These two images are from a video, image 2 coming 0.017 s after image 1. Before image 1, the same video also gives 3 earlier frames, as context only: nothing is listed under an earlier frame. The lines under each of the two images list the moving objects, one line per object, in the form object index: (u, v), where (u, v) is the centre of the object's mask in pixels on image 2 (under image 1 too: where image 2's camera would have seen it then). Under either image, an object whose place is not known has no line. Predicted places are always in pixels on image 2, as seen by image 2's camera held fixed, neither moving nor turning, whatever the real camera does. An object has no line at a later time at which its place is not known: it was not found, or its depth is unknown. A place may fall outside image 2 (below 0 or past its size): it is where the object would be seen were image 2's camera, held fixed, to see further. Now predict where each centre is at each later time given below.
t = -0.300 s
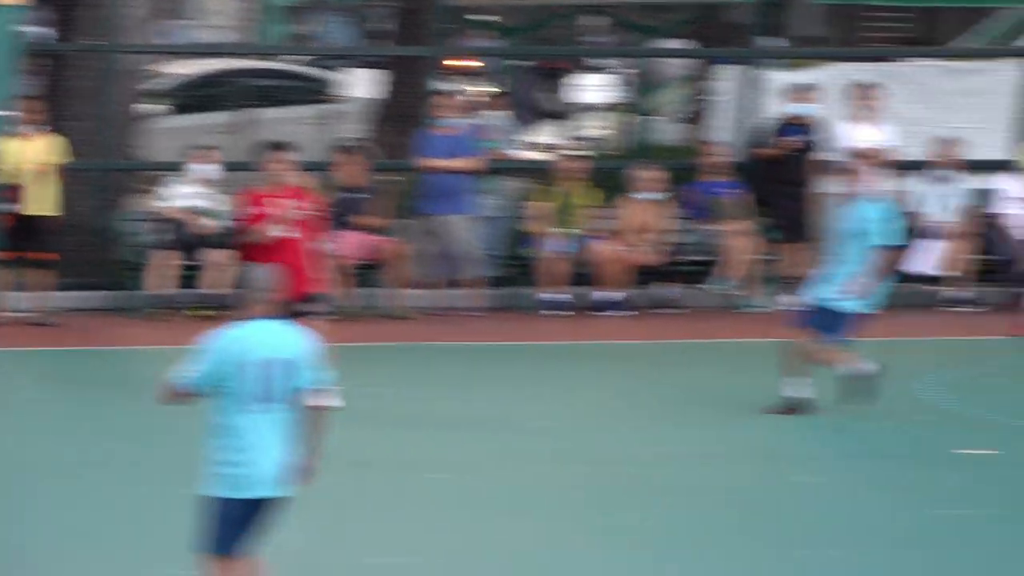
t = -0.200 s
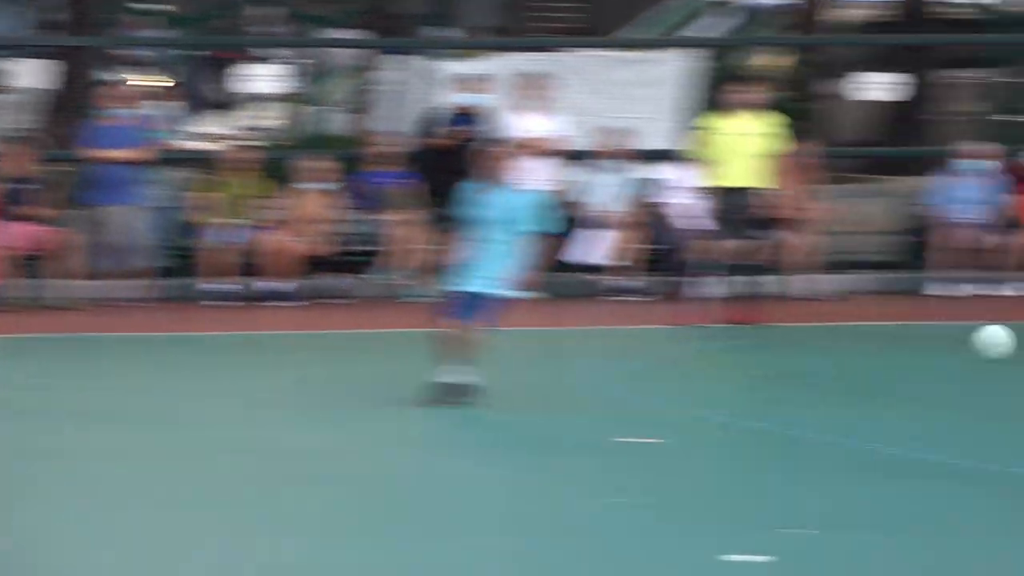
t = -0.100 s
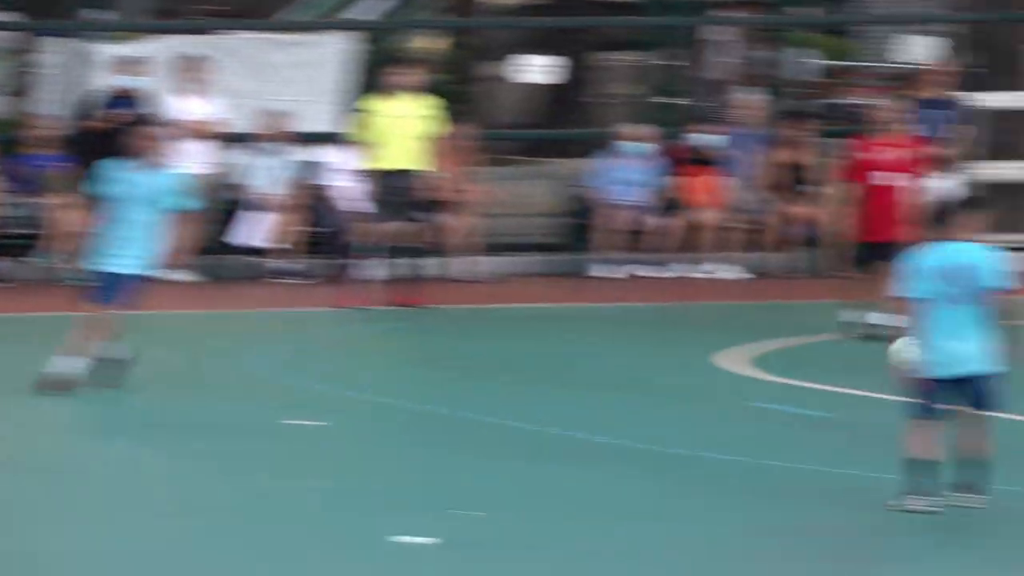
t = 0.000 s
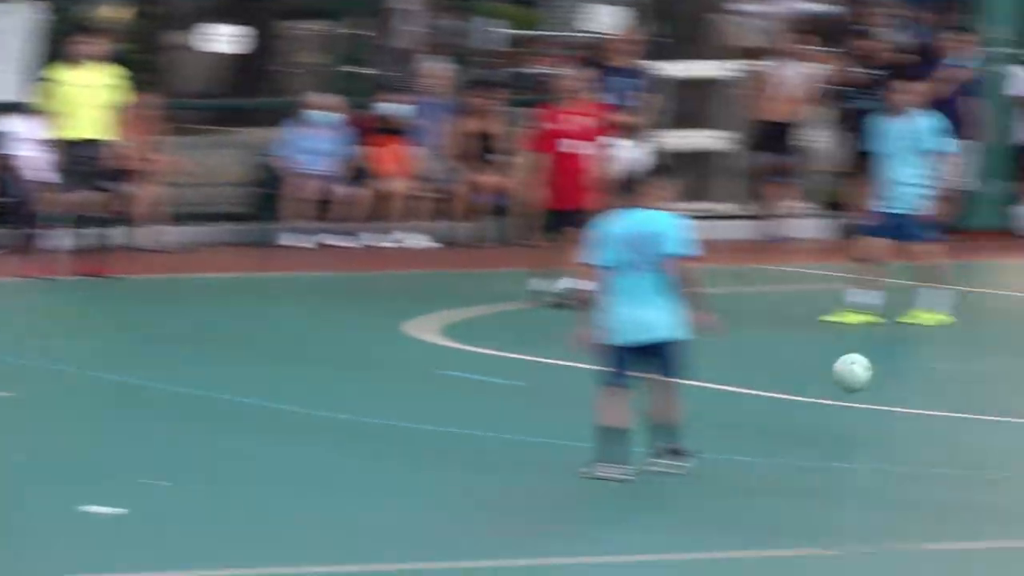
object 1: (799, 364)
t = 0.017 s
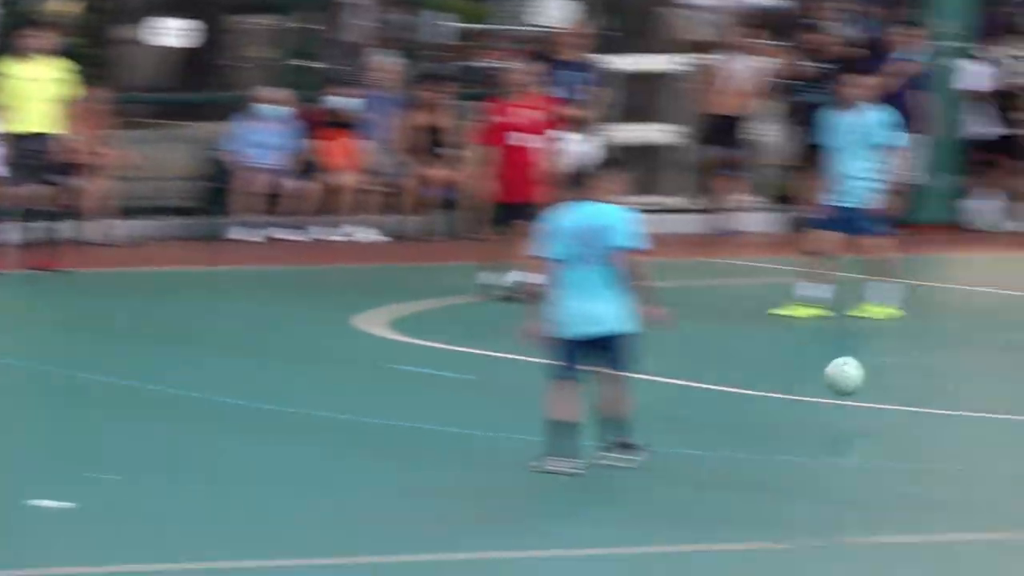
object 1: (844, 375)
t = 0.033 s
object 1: (891, 388)
